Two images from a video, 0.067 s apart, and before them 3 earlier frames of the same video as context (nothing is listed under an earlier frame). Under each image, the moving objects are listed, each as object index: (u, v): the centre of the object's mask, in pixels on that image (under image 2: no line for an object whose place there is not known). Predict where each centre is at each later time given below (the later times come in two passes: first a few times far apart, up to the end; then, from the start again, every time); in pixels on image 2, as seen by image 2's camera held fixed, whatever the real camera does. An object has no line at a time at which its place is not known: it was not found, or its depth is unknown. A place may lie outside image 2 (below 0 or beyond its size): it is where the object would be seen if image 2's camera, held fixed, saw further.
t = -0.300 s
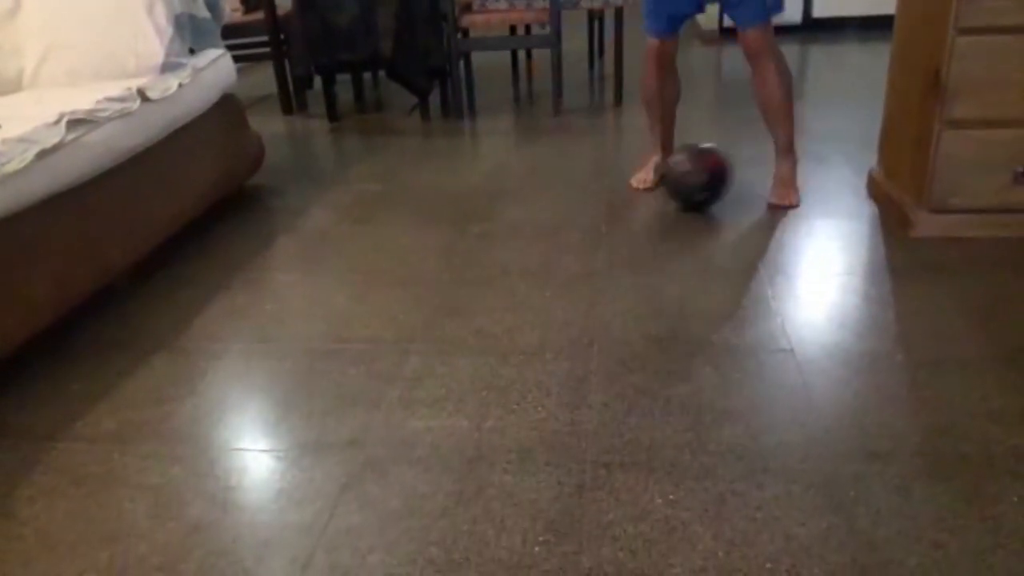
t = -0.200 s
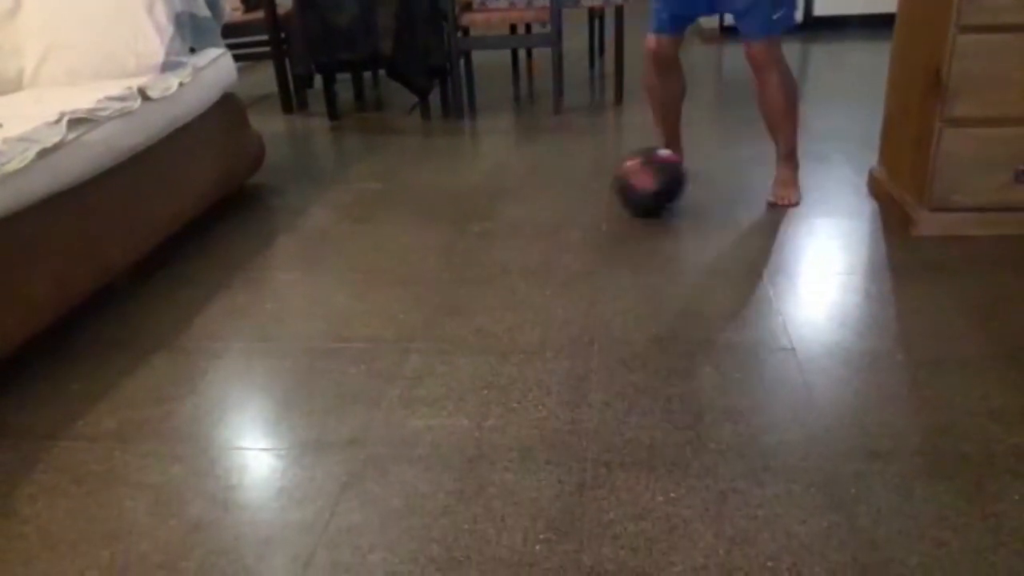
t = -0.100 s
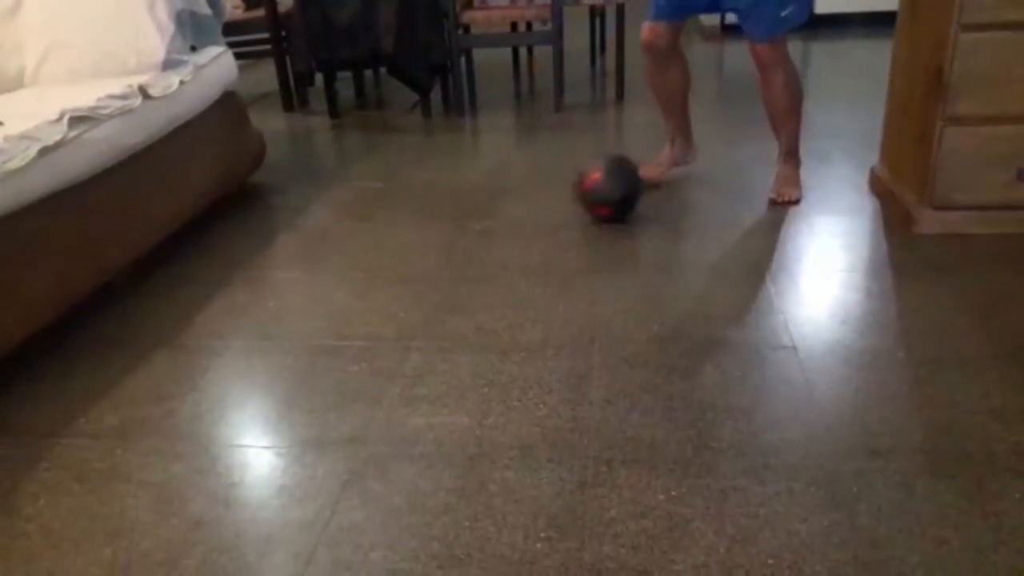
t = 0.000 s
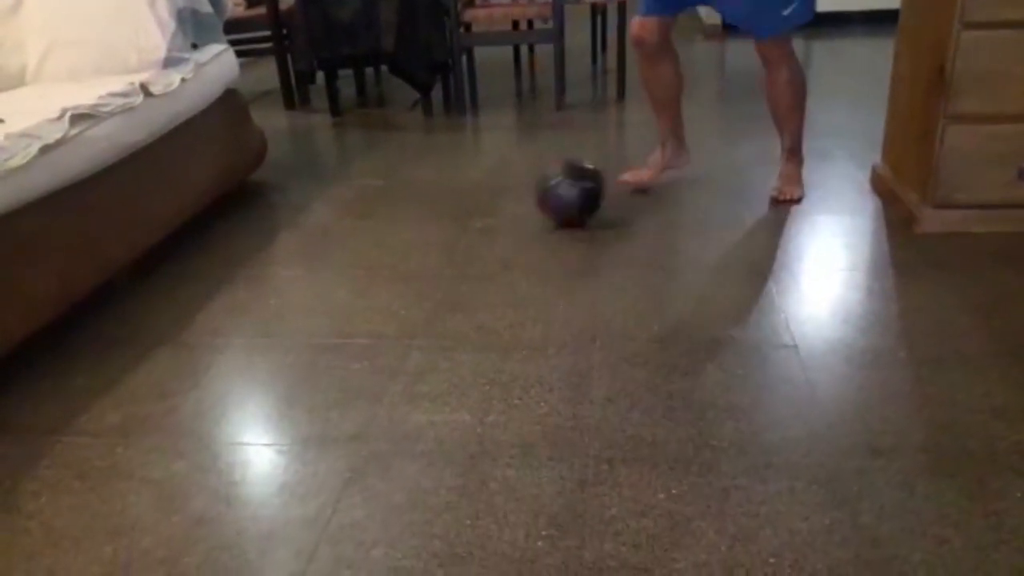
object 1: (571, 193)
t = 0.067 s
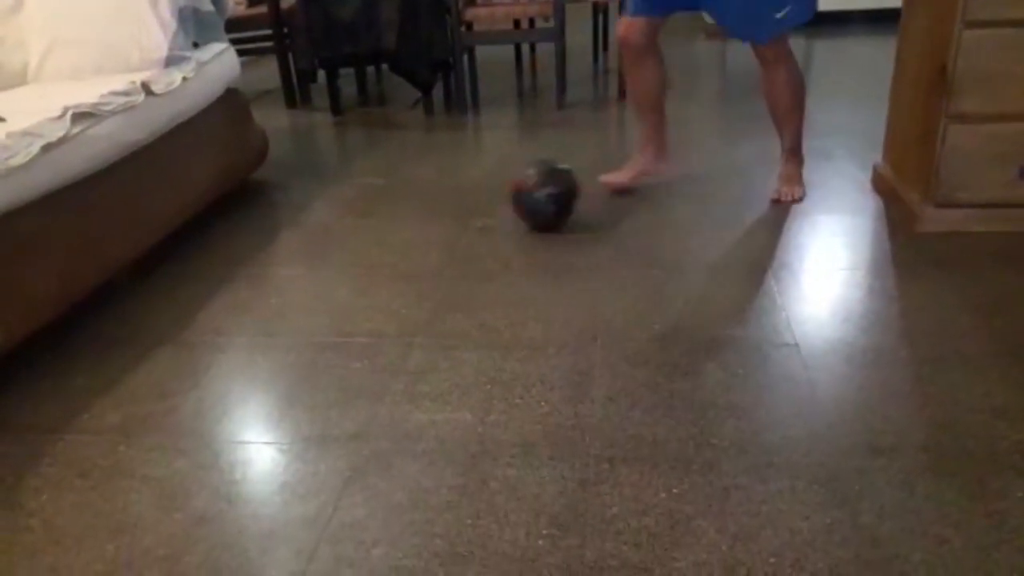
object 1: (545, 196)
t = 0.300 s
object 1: (453, 210)
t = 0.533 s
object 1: (358, 228)
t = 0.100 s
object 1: (531, 197)
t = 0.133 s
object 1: (518, 200)
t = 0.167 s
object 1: (504, 203)
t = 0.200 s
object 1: (492, 202)
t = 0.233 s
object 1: (478, 206)
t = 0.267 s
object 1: (465, 211)
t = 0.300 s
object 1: (453, 210)
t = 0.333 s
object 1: (440, 213)
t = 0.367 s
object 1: (426, 217)
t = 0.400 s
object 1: (412, 218)
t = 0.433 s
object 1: (399, 221)
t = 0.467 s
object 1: (386, 222)
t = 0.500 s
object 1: (371, 225)
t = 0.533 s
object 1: (358, 228)
